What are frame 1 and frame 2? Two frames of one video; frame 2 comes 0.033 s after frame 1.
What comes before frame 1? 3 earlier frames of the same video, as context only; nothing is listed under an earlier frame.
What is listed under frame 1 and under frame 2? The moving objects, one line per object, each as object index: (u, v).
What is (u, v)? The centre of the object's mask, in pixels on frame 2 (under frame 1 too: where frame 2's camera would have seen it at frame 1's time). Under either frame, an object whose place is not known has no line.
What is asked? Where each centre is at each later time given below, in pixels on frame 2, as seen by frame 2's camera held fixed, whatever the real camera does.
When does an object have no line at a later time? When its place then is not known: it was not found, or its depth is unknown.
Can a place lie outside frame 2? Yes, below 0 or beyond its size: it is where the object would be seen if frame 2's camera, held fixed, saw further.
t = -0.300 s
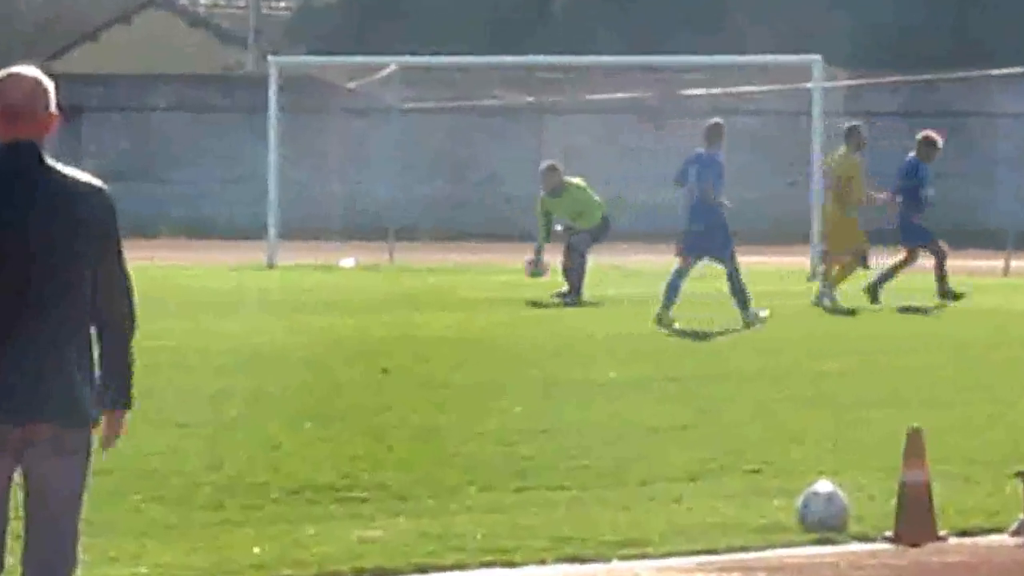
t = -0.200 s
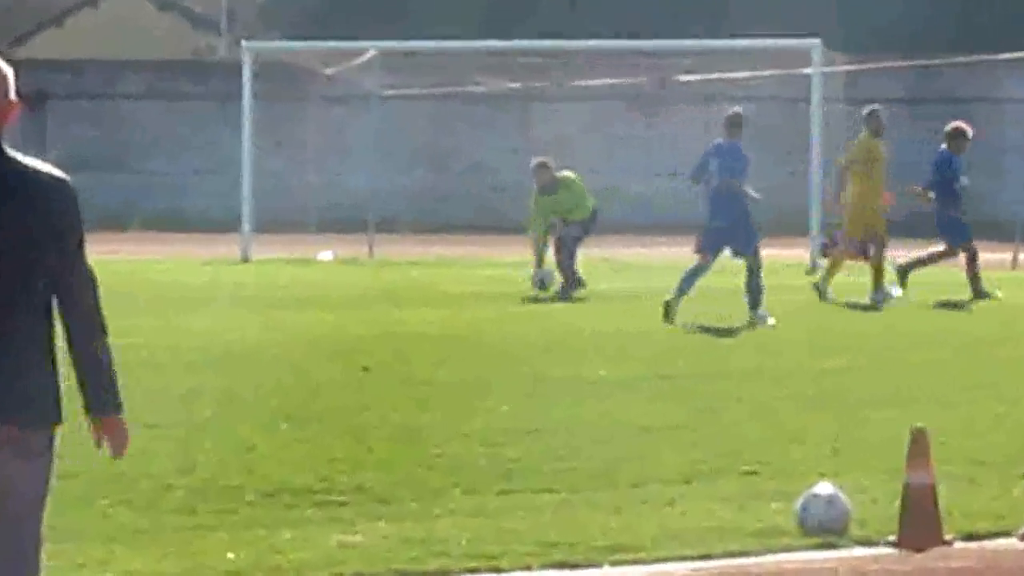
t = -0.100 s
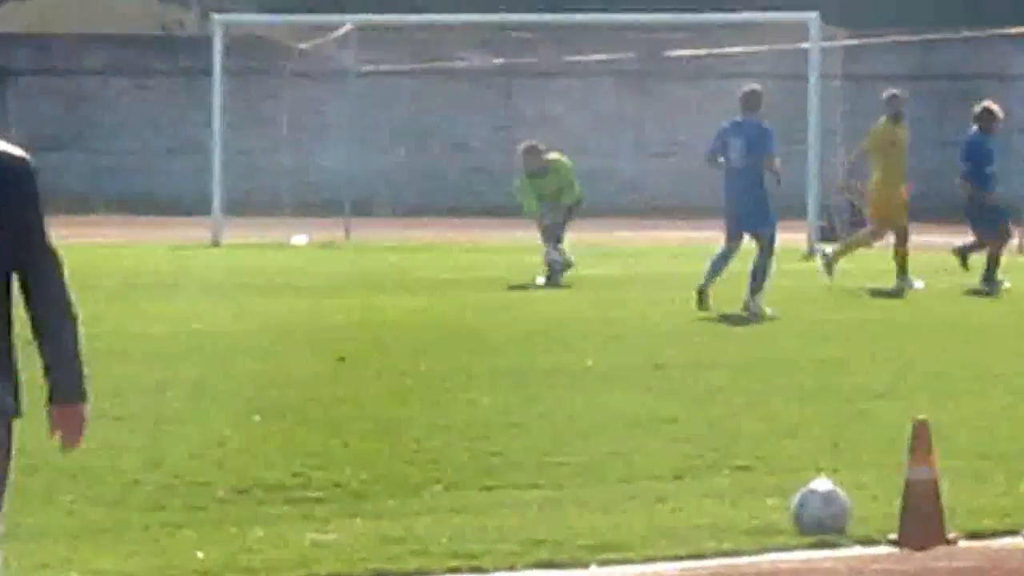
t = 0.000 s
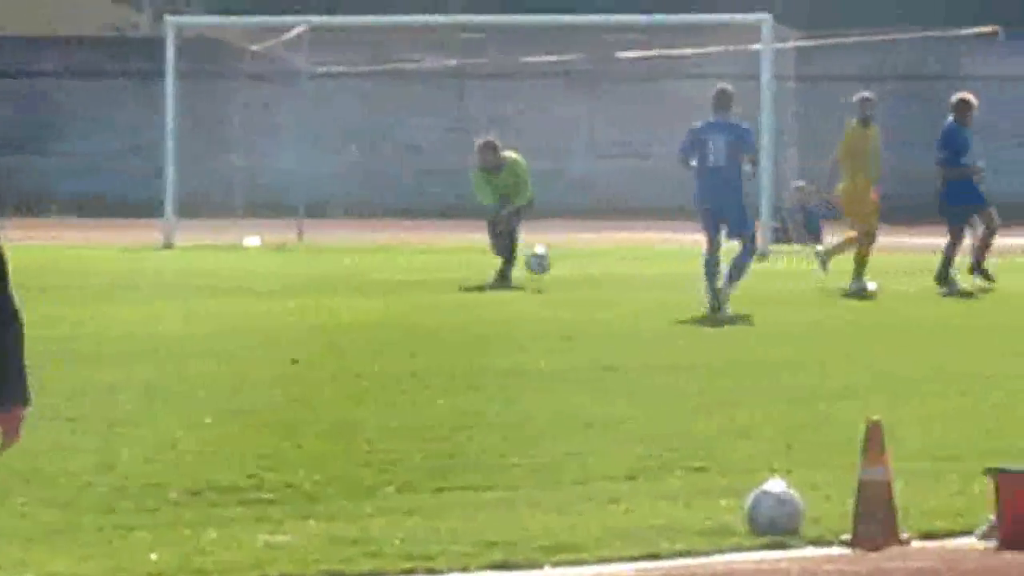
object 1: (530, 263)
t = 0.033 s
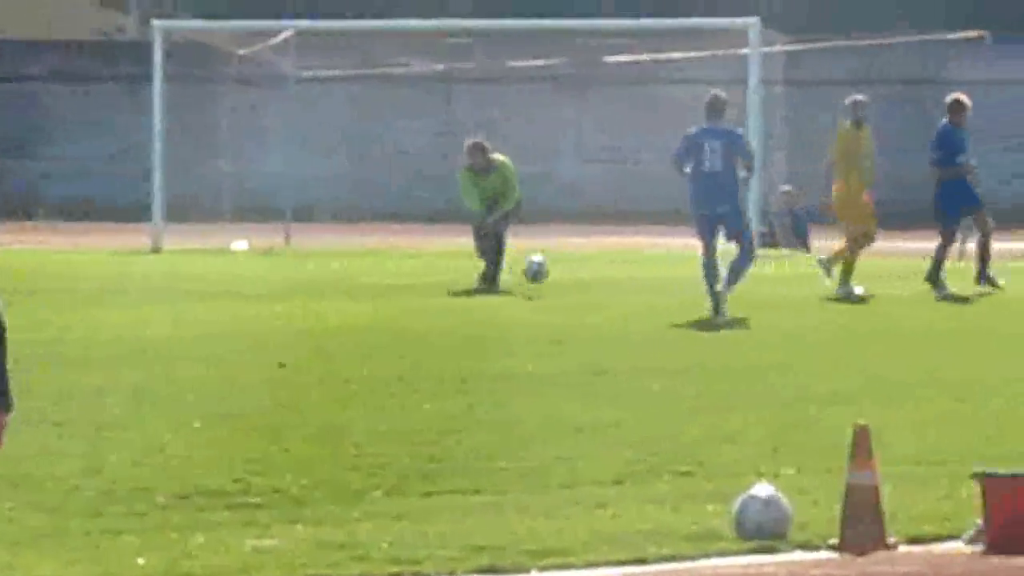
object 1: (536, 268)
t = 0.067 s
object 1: (542, 275)
